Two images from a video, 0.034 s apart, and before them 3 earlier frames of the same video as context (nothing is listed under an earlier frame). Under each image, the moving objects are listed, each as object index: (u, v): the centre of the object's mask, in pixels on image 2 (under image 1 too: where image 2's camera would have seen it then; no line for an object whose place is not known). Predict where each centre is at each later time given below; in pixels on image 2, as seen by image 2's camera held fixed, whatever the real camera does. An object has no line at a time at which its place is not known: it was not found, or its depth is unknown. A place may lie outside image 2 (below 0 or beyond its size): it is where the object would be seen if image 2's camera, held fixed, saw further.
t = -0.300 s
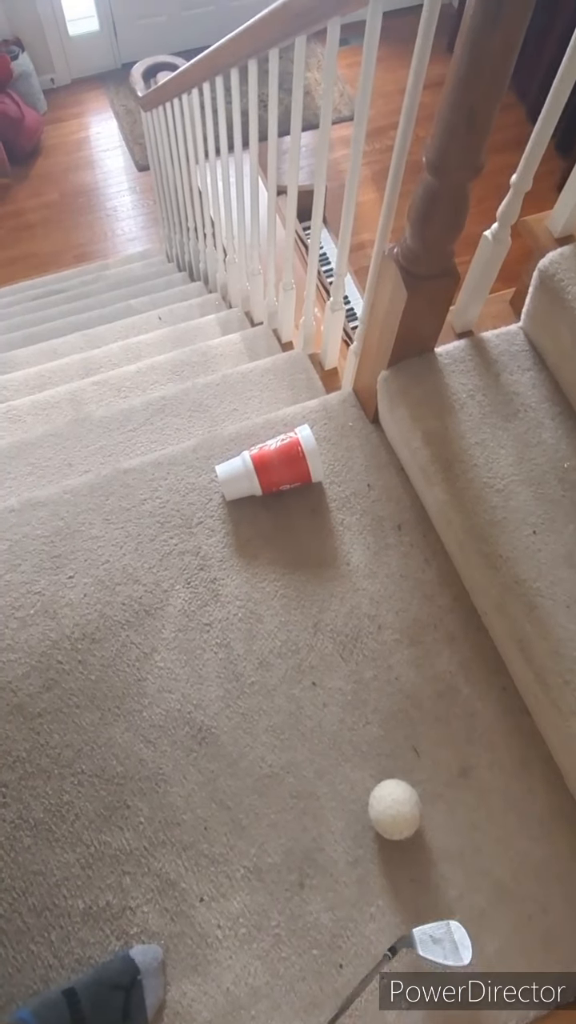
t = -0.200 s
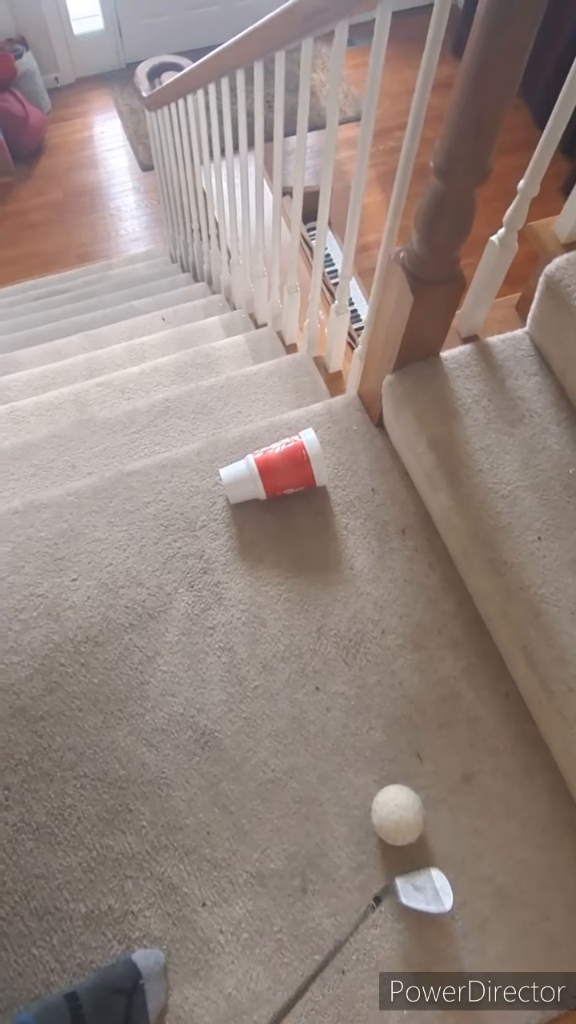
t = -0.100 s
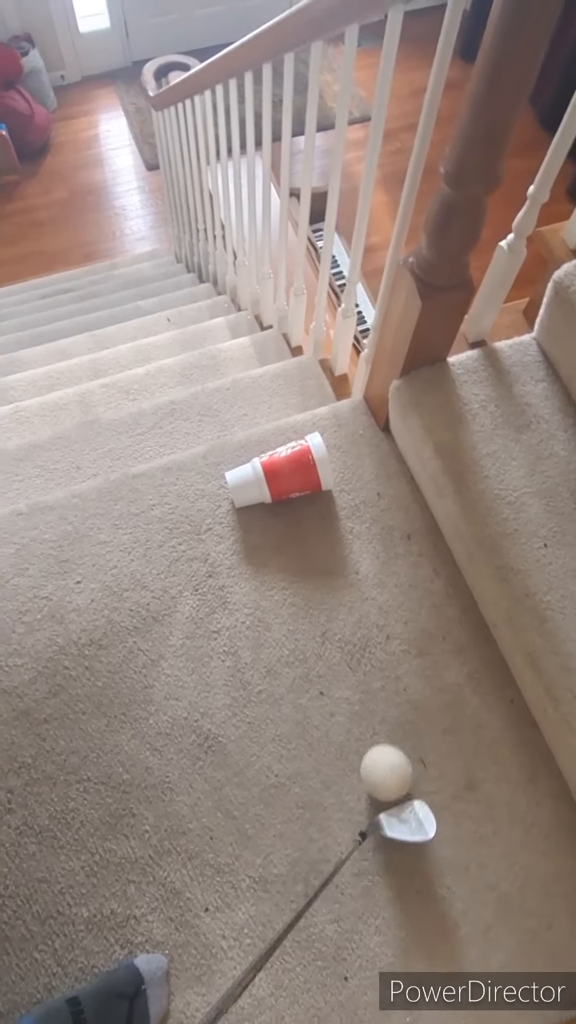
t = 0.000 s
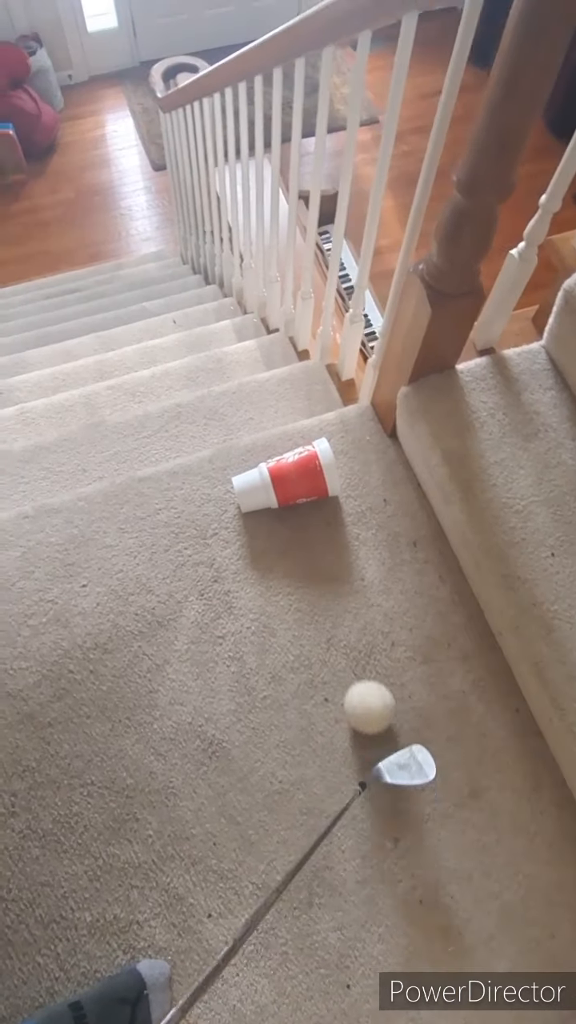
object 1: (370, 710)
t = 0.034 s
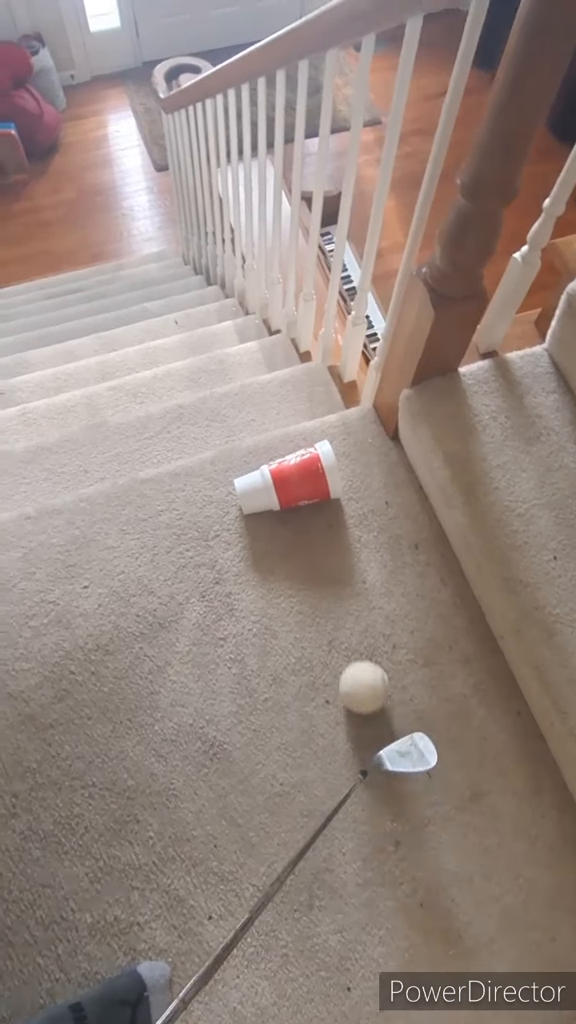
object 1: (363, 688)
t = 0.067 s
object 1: (357, 666)
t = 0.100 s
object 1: (350, 645)
